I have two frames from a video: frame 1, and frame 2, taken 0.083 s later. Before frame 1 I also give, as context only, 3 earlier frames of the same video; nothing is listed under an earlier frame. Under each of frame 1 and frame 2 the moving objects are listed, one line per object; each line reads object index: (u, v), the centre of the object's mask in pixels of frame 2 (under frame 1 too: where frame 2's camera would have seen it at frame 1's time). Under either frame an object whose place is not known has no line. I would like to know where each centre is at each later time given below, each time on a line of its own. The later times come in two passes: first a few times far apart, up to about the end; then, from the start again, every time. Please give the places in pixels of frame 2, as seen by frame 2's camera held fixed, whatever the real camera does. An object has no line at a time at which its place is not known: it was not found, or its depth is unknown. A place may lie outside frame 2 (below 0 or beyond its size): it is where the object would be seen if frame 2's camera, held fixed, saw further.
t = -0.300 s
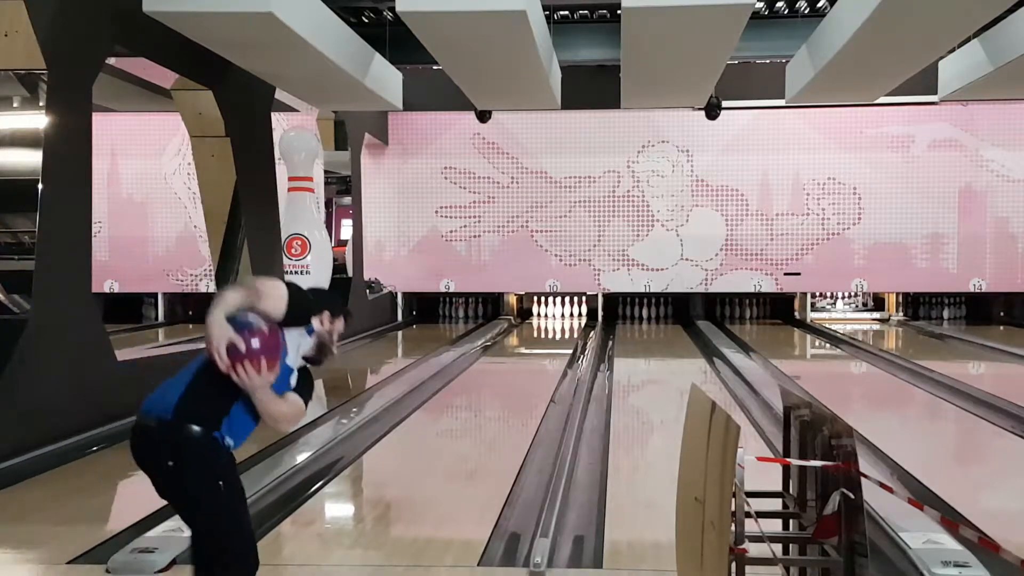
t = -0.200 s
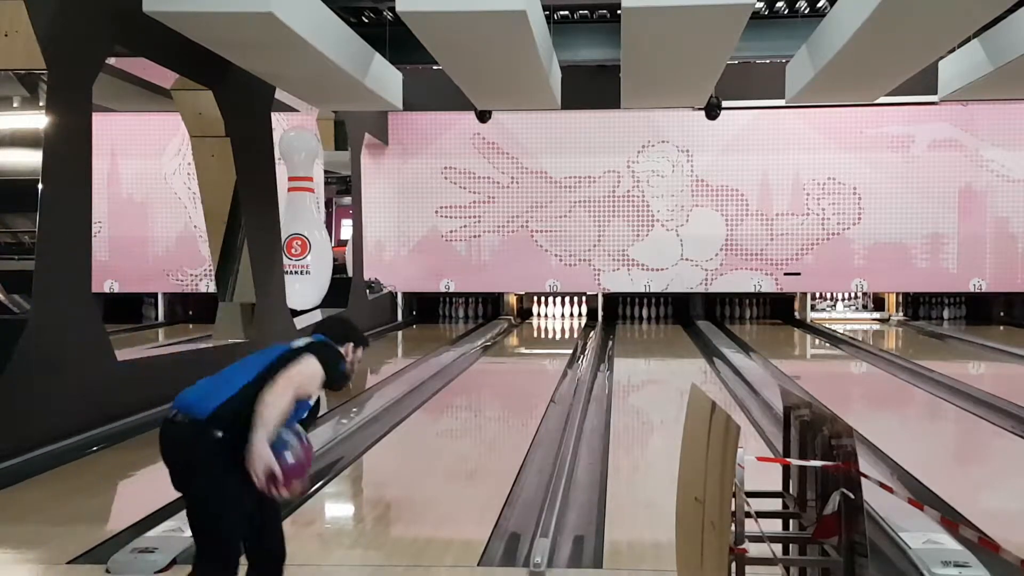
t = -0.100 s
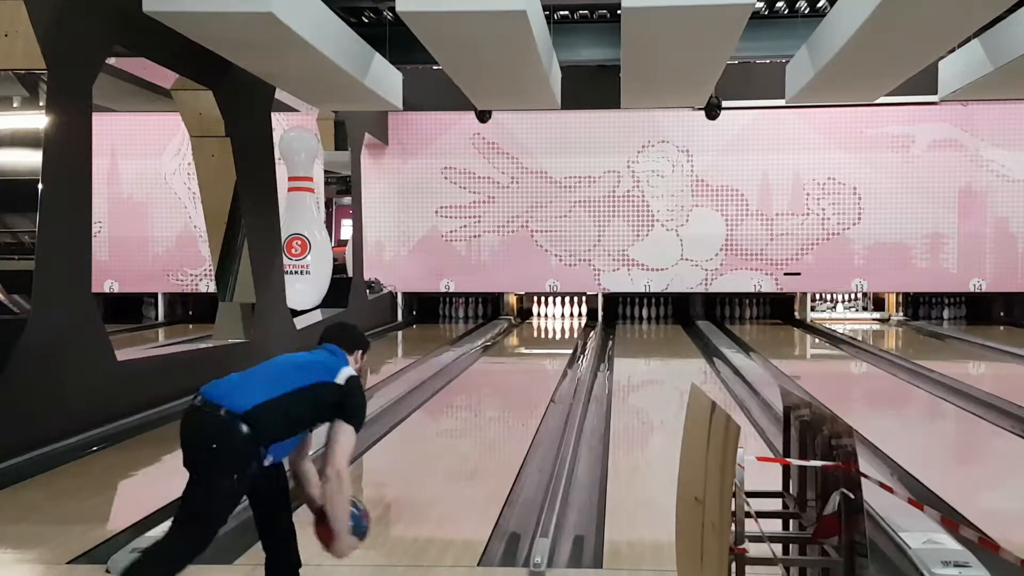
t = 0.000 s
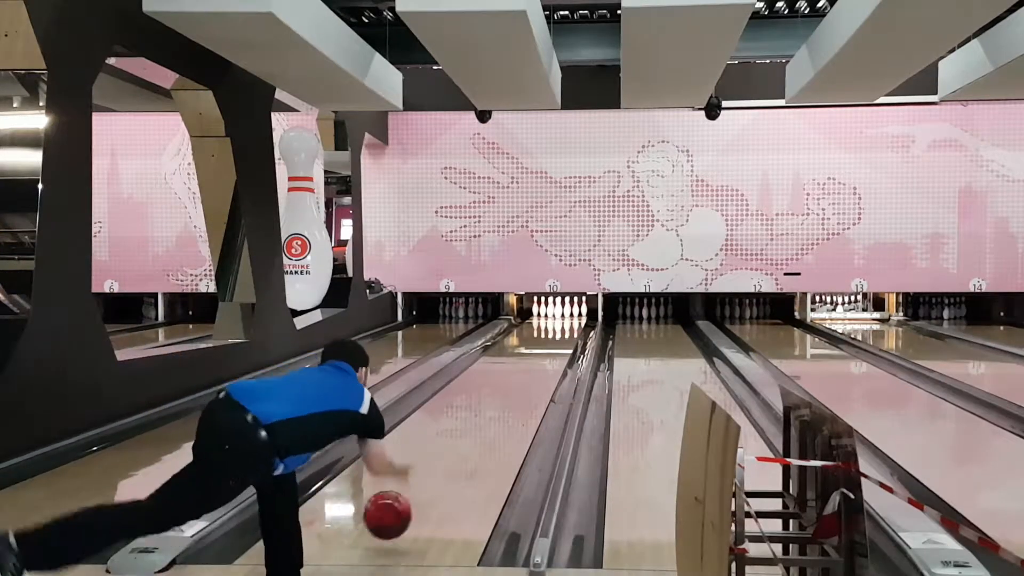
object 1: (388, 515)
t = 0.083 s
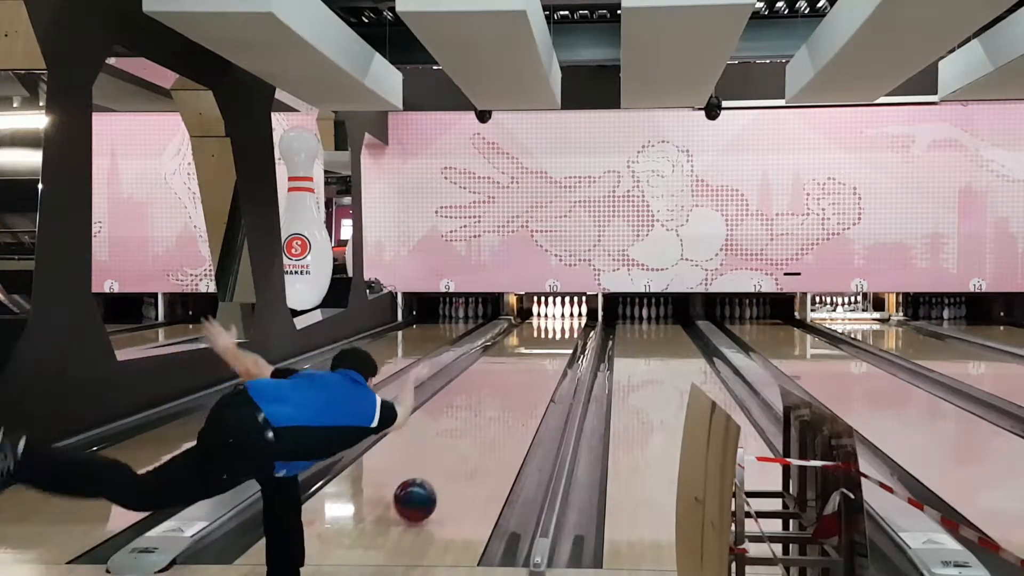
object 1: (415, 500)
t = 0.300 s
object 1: (466, 448)
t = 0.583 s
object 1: (506, 404)
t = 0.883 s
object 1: (532, 375)
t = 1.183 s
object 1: (549, 355)
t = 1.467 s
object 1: (559, 341)
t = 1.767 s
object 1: (564, 330)
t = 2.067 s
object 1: (565, 321)
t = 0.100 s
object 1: (420, 495)
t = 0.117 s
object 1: (425, 490)
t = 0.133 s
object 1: (429, 486)
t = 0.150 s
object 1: (433, 482)
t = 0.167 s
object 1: (438, 478)
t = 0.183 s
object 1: (442, 474)
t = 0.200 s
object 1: (446, 470)
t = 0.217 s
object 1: (449, 466)
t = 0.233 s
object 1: (453, 462)
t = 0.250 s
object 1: (456, 458)
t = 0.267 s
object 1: (459, 455)
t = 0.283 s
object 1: (463, 451)
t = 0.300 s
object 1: (466, 448)
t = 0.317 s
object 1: (469, 445)
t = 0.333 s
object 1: (471, 442)
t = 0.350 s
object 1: (475, 439)
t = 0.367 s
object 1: (477, 436)
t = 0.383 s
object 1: (480, 433)
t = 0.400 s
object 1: (482, 430)
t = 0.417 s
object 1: (485, 427)
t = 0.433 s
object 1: (487, 425)
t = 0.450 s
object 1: (490, 422)
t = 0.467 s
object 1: (492, 419)
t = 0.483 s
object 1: (494, 417)
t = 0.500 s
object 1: (496, 415)
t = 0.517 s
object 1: (498, 413)
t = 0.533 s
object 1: (500, 411)
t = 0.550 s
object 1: (502, 408)
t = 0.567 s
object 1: (504, 406)
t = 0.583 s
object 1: (506, 404)
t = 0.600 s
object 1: (508, 402)
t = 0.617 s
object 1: (510, 400)
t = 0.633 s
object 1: (511, 398)
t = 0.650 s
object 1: (513, 396)
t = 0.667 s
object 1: (514, 394)
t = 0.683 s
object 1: (516, 393)
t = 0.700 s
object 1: (517, 391)
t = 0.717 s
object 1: (519, 389)
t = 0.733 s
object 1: (521, 388)
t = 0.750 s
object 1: (522, 386)
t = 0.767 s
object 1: (523, 384)
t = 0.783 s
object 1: (525, 383)
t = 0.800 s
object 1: (526, 382)
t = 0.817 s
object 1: (528, 380)
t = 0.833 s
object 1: (529, 379)
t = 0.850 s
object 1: (530, 377)
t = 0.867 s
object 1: (531, 376)
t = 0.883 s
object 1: (532, 375)
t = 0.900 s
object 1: (534, 373)
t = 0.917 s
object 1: (534, 372)
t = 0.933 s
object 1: (536, 371)
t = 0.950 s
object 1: (537, 370)
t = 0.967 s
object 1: (538, 369)
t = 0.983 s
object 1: (539, 368)
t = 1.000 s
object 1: (540, 367)
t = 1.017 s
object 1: (541, 366)
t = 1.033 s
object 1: (542, 364)
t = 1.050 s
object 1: (543, 363)
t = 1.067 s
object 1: (543, 362)
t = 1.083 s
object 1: (544, 361)
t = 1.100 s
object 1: (545, 360)
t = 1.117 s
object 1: (546, 359)
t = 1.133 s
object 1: (547, 358)
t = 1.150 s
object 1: (547, 358)
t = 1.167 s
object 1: (549, 356)
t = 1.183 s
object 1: (549, 355)
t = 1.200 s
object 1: (550, 354)
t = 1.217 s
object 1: (551, 353)
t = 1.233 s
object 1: (551, 353)
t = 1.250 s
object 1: (552, 352)
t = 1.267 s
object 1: (552, 351)
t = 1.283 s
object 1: (553, 351)
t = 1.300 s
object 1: (554, 349)
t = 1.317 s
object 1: (554, 349)
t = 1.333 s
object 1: (555, 347)
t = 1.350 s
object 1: (555, 347)
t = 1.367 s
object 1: (556, 346)
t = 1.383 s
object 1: (556, 345)
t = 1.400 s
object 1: (557, 344)
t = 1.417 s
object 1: (557, 343)
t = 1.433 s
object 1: (558, 343)
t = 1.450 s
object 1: (558, 342)
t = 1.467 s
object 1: (559, 341)
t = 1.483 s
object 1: (559, 341)
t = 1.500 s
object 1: (559, 340)
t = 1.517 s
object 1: (560, 339)
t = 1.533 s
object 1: (560, 338)
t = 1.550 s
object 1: (561, 338)
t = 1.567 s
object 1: (561, 337)
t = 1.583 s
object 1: (561, 336)
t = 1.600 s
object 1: (562, 336)
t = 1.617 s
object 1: (562, 335)
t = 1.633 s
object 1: (562, 335)
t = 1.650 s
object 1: (562, 334)
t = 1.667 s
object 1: (563, 333)
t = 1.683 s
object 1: (563, 333)
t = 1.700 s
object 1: (563, 332)
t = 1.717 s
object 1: (564, 332)
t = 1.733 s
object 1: (564, 331)
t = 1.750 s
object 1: (564, 330)
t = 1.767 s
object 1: (564, 330)
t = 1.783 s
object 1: (564, 330)
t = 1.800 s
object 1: (565, 329)
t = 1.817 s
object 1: (565, 328)
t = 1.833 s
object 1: (565, 328)
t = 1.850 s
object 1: (565, 327)
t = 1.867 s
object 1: (565, 327)
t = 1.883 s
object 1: (565, 326)
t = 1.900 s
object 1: (565, 326)
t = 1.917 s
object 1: (565, 325)
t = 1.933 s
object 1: (565, 325)
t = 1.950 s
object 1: (565, 324)
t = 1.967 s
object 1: (565, 324)
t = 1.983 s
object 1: (565, 323)
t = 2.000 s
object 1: (566, 323)
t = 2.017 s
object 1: (565, 322)
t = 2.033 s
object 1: (565, 322)
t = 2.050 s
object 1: (565, 322)
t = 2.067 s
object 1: (565, 321)
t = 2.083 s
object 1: (565, 321)
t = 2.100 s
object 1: (565, 320)
